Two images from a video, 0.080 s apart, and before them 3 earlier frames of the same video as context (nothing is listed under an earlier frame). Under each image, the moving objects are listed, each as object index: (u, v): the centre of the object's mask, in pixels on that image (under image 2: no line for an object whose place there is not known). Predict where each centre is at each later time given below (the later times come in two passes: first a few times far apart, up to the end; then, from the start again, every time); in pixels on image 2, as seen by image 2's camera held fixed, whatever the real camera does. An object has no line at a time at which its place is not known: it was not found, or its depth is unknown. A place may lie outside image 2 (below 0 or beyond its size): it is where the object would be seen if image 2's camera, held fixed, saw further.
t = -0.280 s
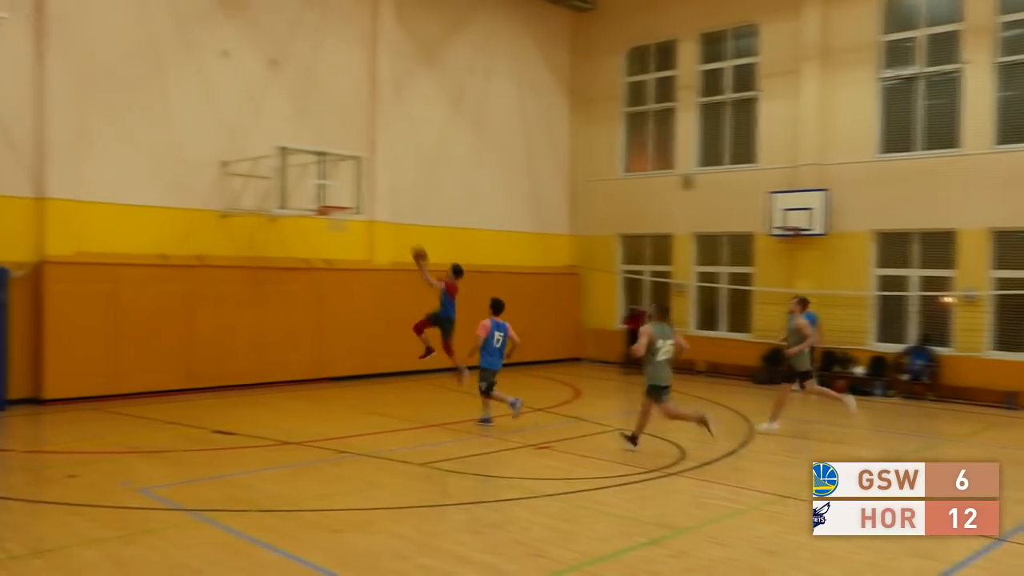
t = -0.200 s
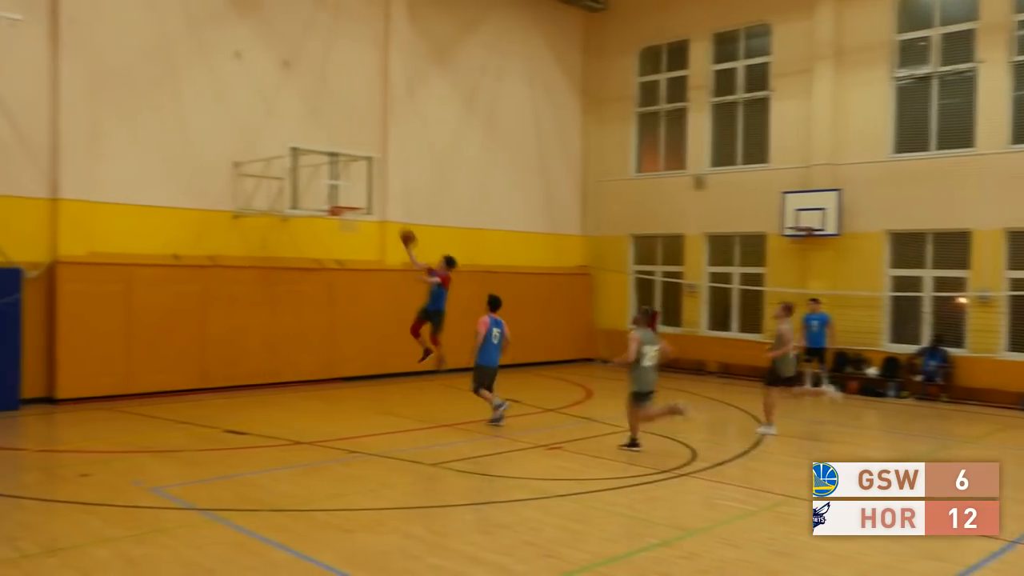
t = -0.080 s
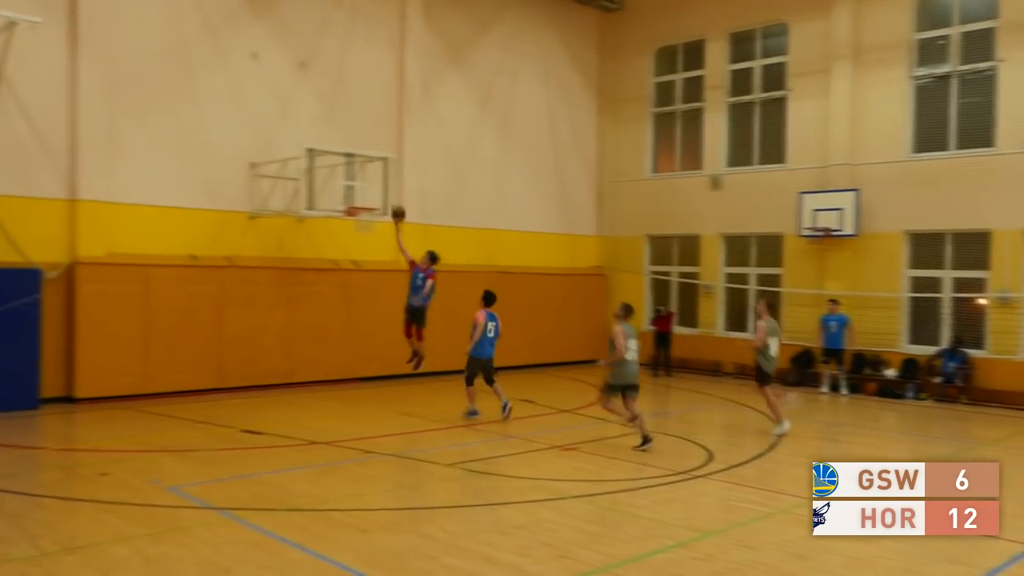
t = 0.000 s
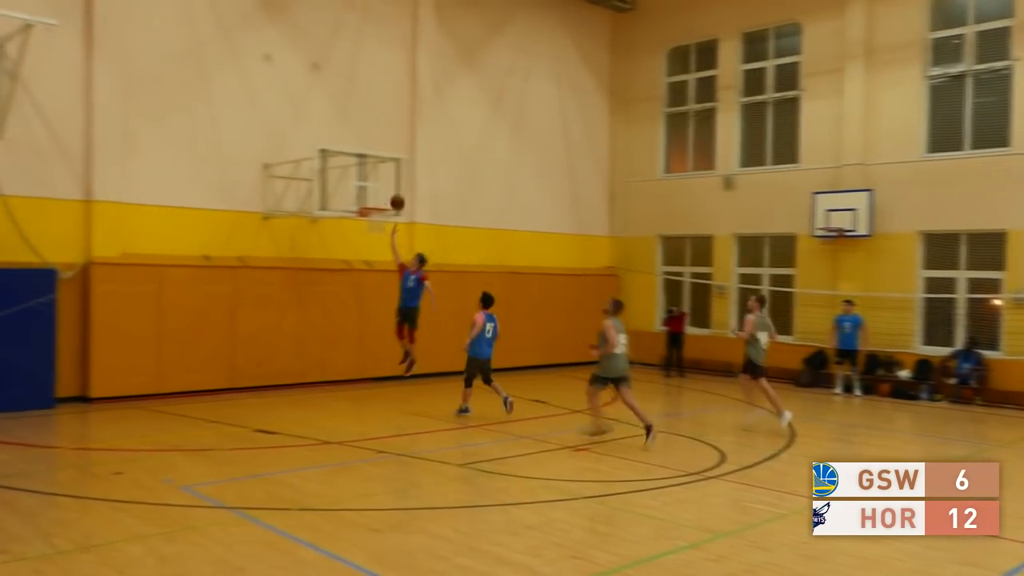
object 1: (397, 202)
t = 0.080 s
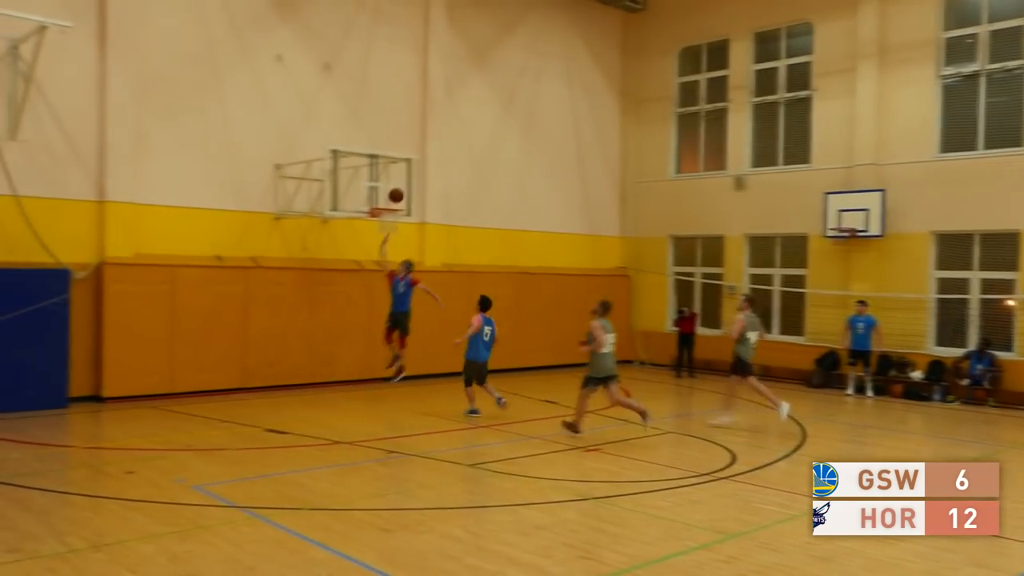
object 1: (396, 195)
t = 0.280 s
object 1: (393, 191)
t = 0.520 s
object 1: (388, 202)
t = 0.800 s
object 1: (391, 217)
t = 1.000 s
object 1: (388, 236)
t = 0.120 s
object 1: (395, 192)
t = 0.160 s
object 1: (394, 191)
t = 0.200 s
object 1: (394, 190)
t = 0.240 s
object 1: (393, 190)
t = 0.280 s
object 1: (393, 191)
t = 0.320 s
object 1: (392, 193)
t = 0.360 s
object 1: (390, 196)
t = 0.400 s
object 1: (390, 200)
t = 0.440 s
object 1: (389, 202)
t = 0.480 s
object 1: (388, 202)
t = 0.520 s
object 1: (388, 202)
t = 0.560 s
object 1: (387, 203)
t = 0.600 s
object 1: (387, 206)
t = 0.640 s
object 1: (388, 207)
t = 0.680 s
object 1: (389, 208)
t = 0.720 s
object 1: (390, 209)
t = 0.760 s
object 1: (391, 213)
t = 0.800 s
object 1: (391, 217)
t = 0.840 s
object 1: (392, 220)
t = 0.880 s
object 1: (392, 223)
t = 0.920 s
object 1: (391, 227)
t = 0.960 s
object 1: (389, 230)
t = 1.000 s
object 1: (388, 236)
